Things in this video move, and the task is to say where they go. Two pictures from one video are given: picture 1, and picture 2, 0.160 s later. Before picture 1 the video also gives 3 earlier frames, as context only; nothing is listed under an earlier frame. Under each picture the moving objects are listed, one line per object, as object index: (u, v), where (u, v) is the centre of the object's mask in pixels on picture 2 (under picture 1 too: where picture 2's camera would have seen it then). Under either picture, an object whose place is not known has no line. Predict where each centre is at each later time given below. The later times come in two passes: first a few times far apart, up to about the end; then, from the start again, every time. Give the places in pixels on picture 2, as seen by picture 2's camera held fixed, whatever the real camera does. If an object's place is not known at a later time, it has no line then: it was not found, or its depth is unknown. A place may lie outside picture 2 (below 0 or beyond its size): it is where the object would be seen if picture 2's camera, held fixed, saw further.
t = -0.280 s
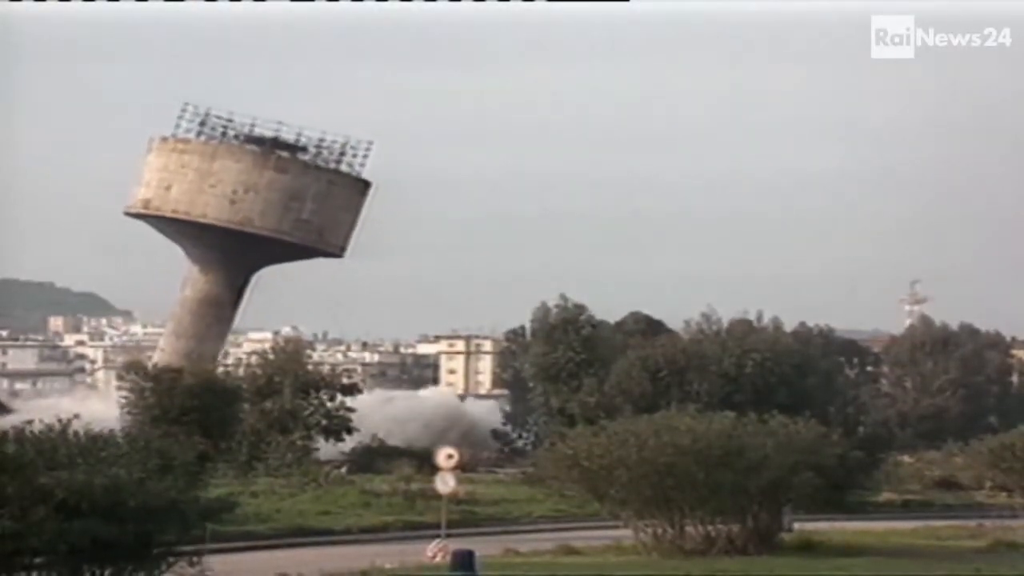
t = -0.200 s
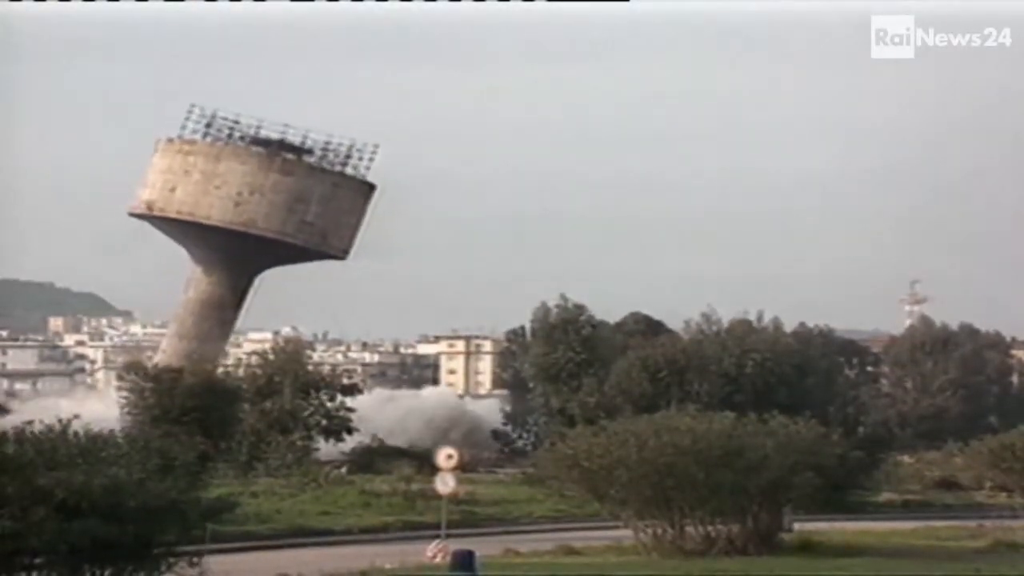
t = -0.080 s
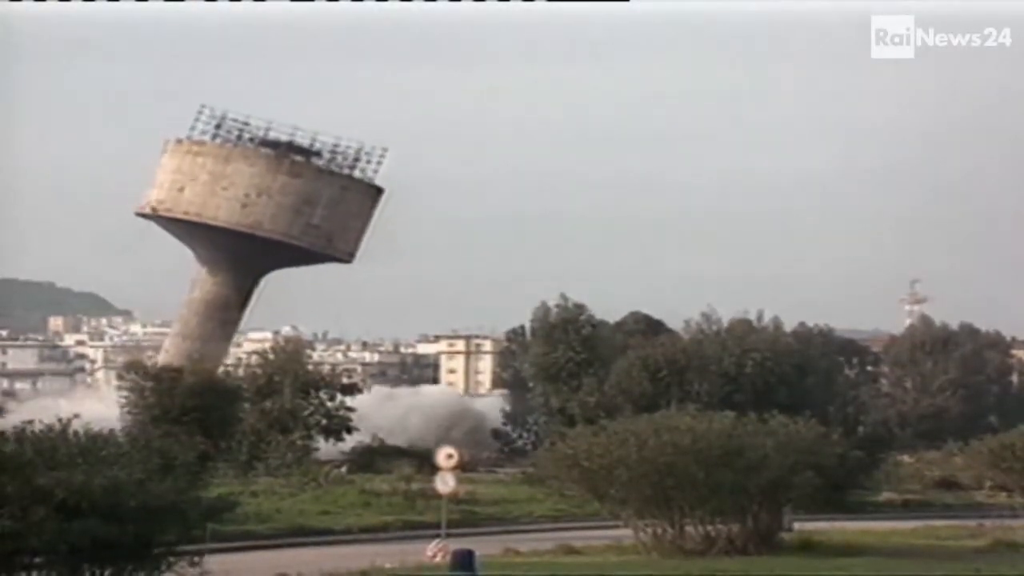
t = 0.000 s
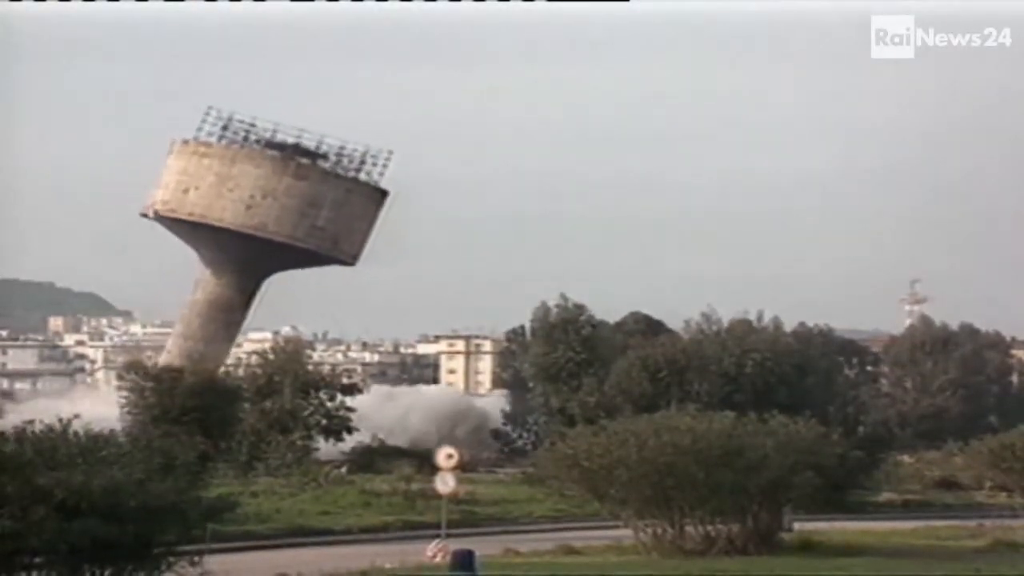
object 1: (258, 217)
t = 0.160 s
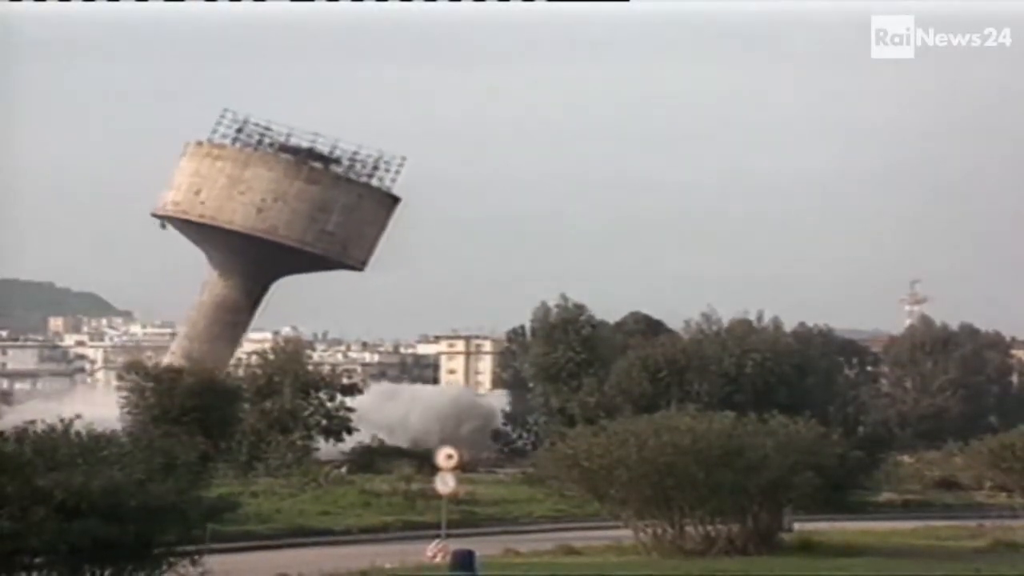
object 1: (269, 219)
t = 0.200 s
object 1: (272, 220)
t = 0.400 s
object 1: (287, 224)
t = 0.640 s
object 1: (306, 229)
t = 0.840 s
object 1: (325, 234)
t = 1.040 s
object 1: (345, 240)
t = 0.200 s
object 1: (272, 220)
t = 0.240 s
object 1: (275, 220)
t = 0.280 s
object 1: (278, 221)
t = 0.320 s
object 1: (281, 222)
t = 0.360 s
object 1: (284, 223)
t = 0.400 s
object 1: (287, 224)
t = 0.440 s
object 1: (290, 224)
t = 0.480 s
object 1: (293, 225)
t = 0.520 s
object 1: (296, 226)
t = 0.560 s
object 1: (299, 227)
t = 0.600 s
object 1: (303, 228)
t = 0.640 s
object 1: (306, 229)
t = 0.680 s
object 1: (310, 230)
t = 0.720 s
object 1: (313, 231)
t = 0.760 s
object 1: (317, 232)
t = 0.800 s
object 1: (321, 233)
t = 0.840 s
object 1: (325, 234)
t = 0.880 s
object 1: (329, 234)
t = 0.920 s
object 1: (333, 235)
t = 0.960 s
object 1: (337, 237)
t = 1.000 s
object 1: (341, 238)
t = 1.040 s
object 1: (345, 240)
